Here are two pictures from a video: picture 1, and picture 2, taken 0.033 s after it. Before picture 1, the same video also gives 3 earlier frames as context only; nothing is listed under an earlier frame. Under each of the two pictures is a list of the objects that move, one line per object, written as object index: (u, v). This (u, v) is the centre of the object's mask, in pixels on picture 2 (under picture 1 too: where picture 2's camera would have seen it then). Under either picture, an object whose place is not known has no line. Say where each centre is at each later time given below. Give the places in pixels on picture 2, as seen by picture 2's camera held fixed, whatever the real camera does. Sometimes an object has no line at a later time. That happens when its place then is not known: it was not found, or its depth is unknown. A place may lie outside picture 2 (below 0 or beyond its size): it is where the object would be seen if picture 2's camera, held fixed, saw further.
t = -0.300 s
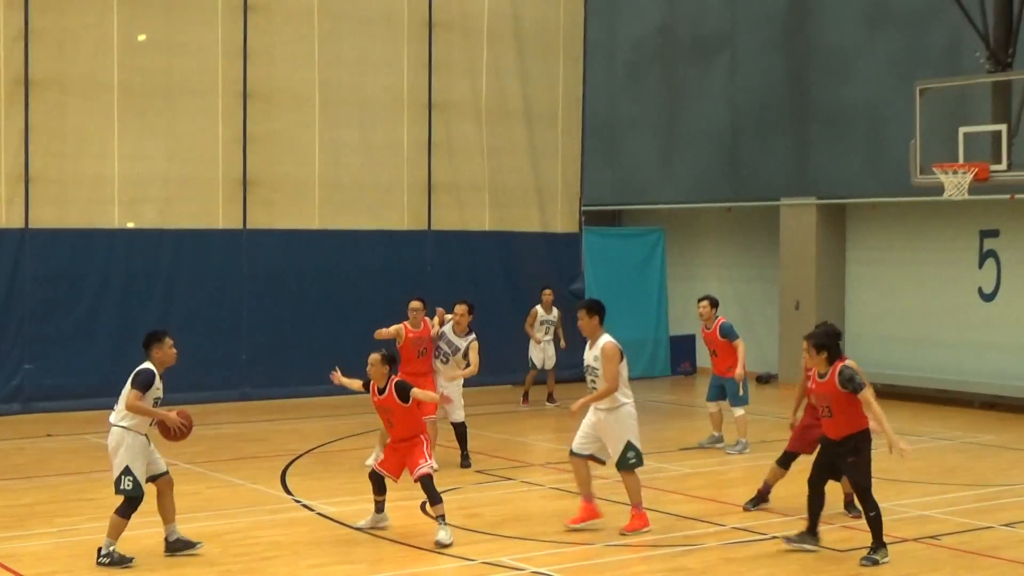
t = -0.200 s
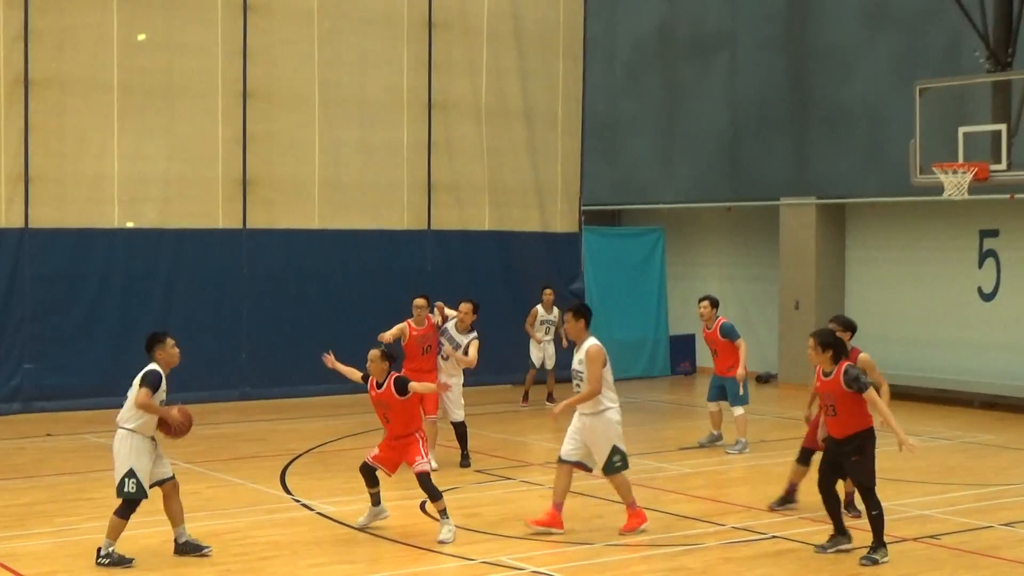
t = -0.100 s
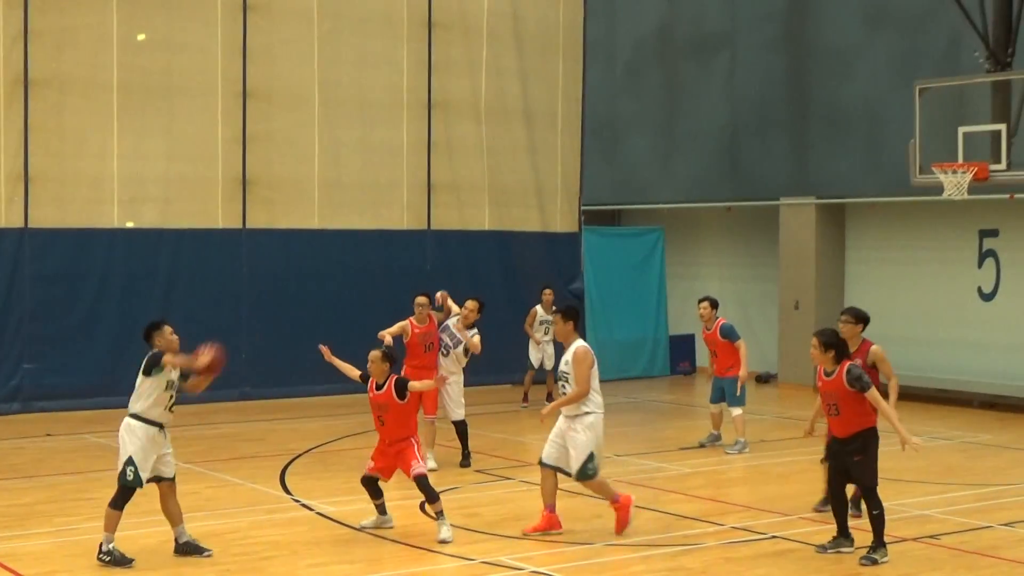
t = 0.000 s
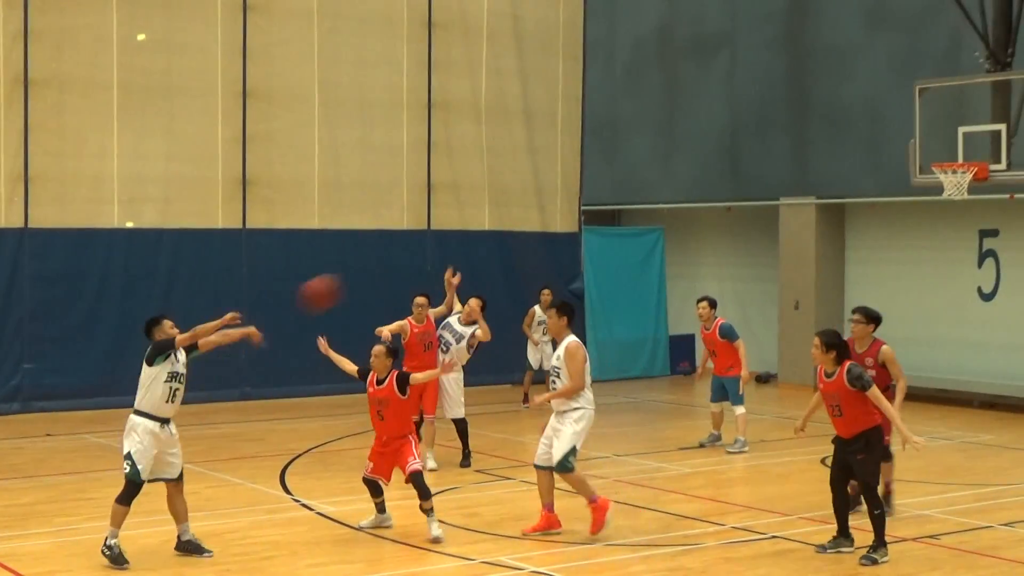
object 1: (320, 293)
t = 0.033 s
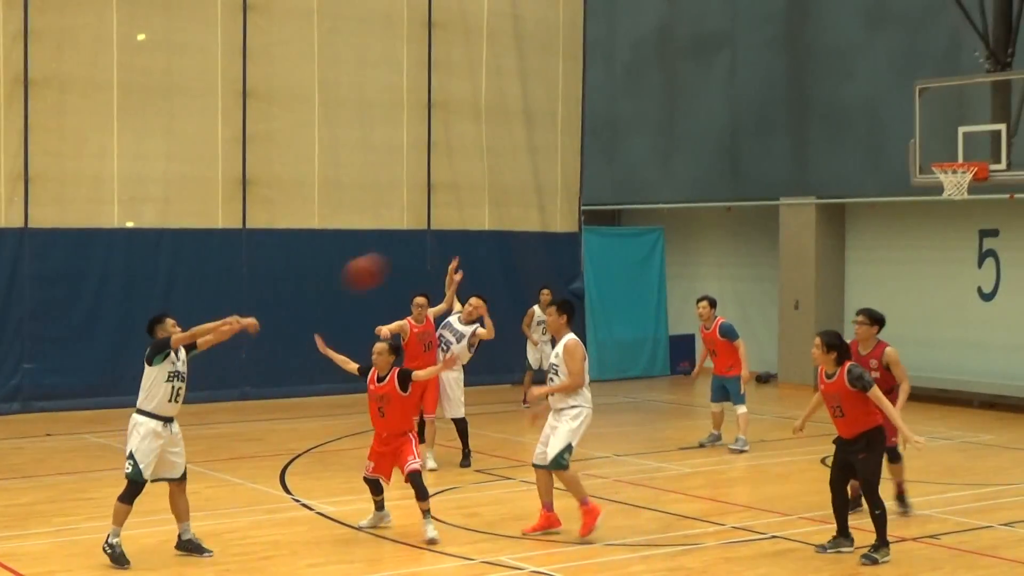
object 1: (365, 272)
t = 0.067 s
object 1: (410, 253)
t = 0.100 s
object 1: (453, 237)
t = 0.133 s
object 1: (500, 220)
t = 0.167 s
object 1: (544, 205)
